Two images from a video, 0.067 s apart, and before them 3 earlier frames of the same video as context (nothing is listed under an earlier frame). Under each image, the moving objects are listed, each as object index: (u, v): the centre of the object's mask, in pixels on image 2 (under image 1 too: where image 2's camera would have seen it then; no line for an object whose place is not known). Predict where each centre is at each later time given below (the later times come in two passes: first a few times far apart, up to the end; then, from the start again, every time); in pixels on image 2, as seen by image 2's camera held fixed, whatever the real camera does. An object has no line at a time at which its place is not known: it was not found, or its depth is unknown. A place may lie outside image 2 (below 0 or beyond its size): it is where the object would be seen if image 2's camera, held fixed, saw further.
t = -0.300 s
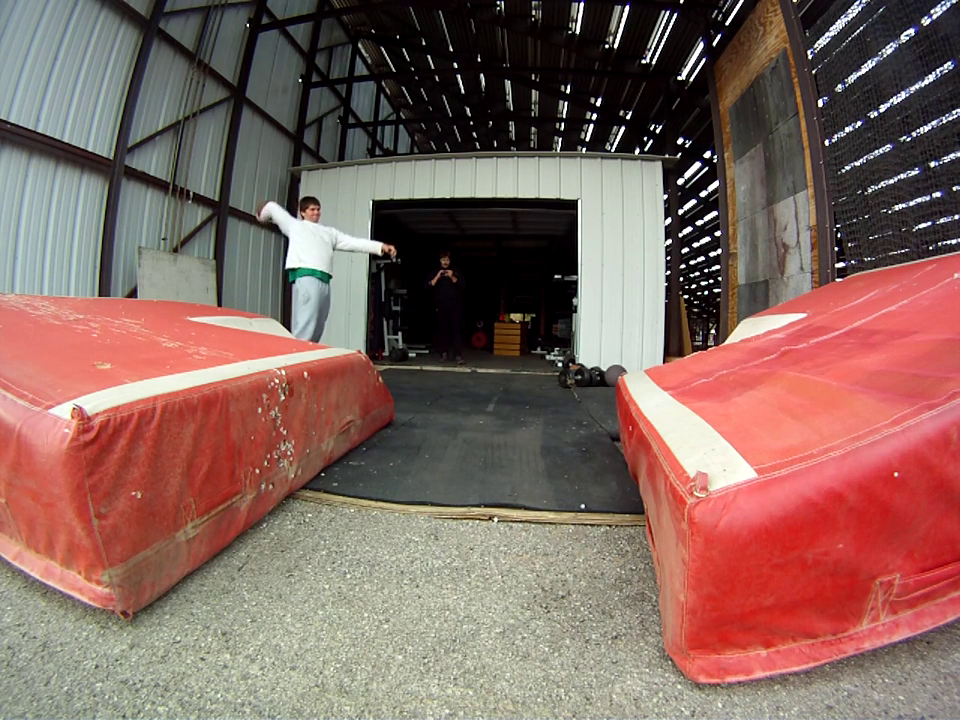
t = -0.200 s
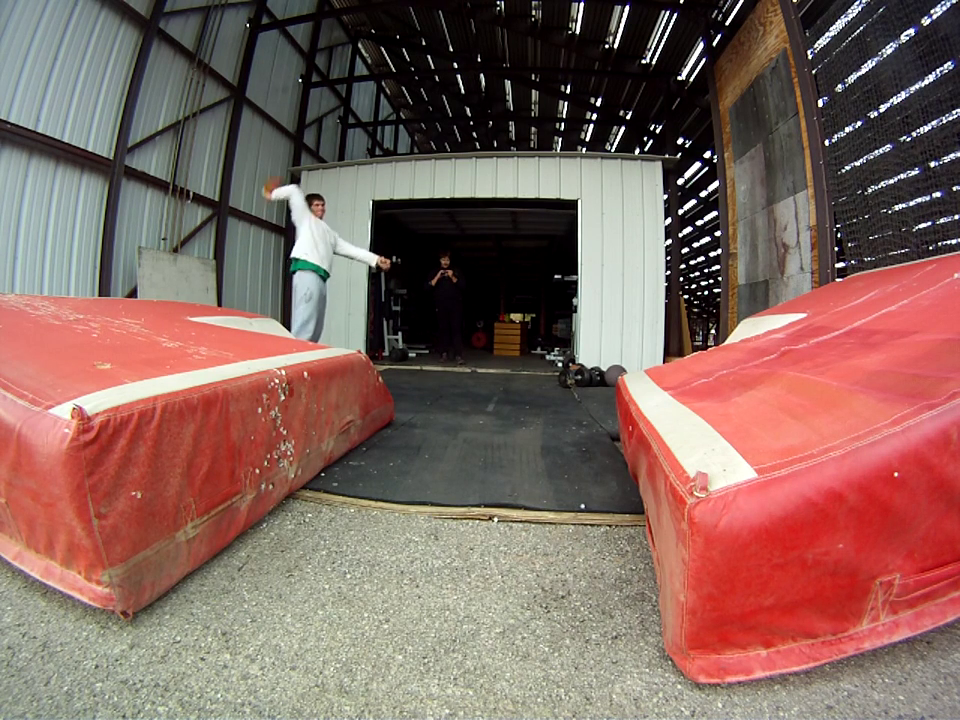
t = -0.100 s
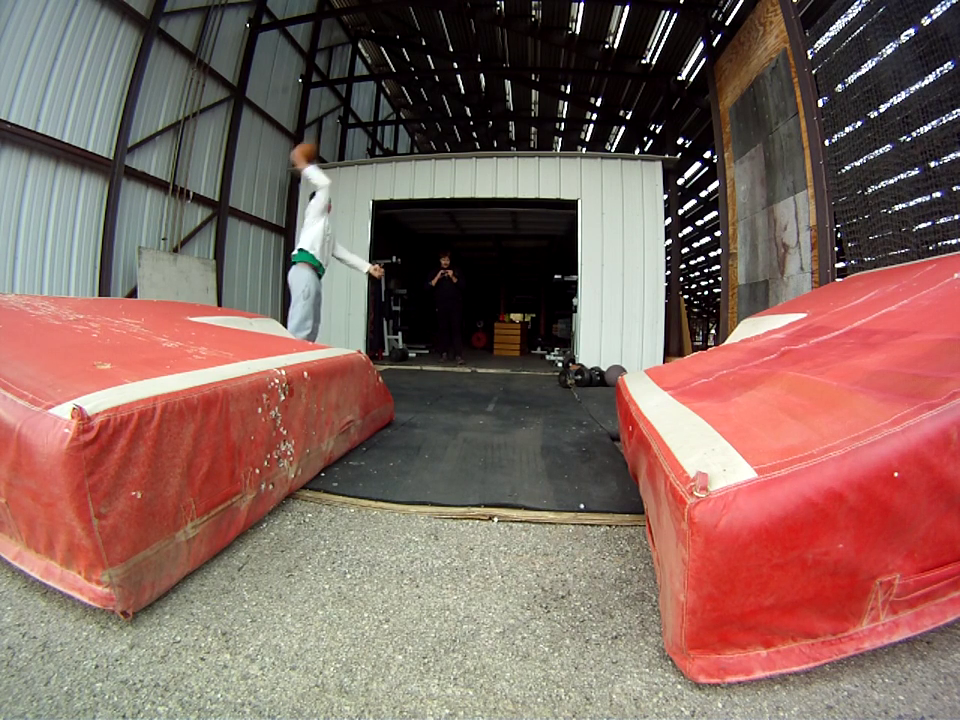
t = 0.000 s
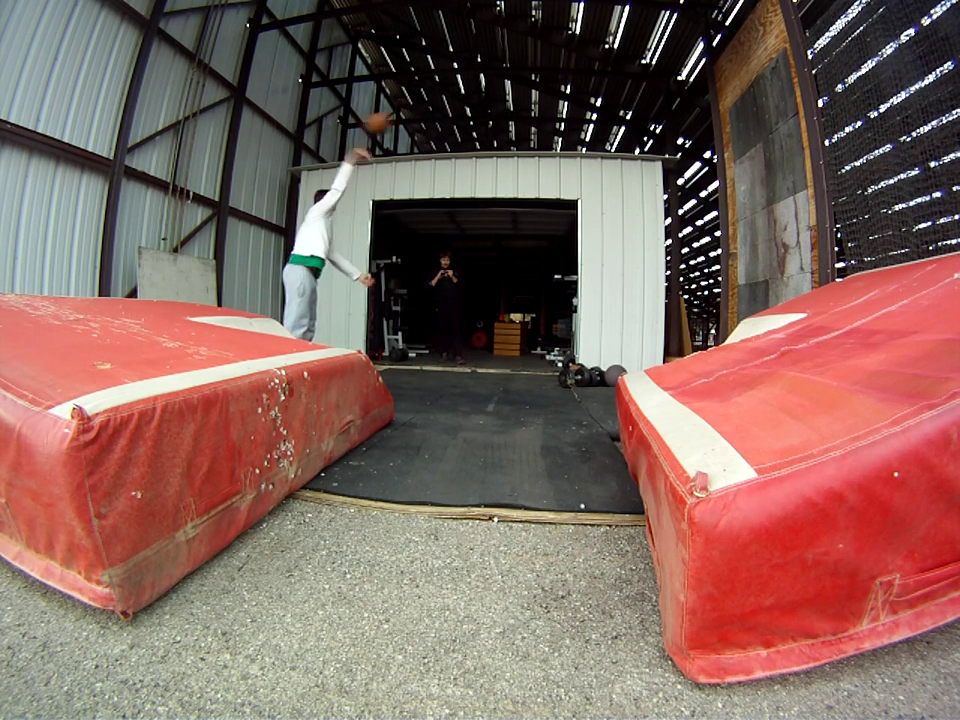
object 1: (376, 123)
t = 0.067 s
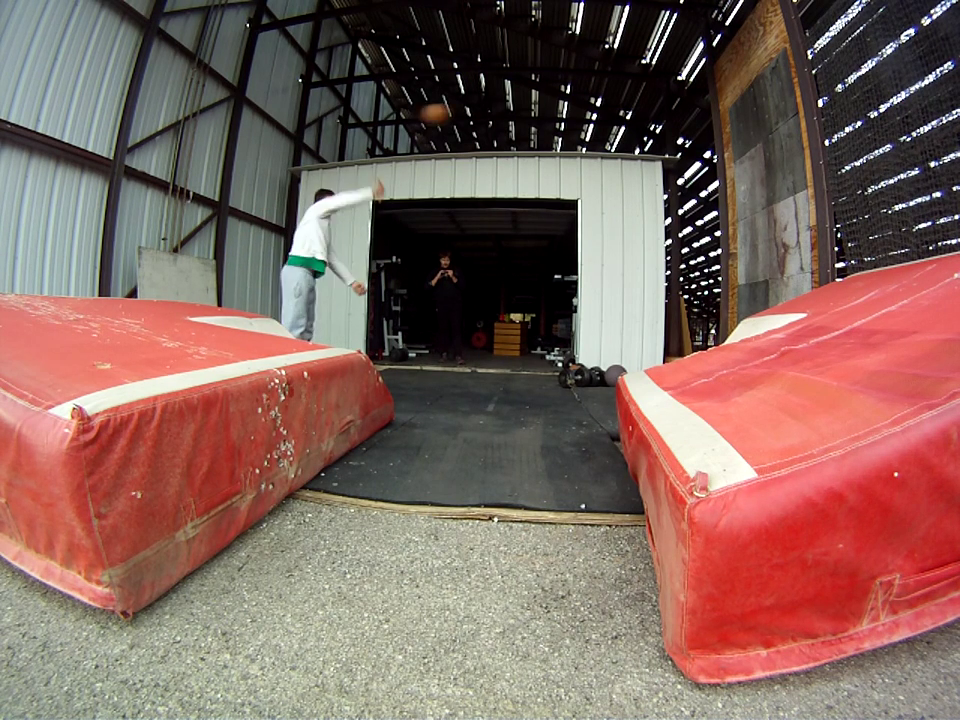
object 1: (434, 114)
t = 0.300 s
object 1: (638, 133)
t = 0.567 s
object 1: (717, 205)
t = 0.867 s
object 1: (587, 338)
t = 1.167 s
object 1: (487, 314)
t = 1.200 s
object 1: (478, 307)
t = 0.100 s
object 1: (465, 111)
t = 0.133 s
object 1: (495, 111)
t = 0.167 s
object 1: (524, 113)
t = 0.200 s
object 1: (551, 114)
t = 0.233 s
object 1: (580, 119)
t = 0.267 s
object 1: (609, 124)
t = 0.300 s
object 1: (638, 133)
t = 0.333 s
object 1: (666, 142)
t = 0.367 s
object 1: (693, 153)
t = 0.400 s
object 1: (720, 165)
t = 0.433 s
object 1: (746, 180)
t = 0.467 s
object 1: (755, 189)
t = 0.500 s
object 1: (742, 194)
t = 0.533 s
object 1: (729, 199)
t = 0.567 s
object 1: (717, 205)
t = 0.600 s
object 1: (704, 213)
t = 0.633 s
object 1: (690, 224)
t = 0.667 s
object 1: (677, 235)
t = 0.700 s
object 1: (663, 249)
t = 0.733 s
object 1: (648, 264)
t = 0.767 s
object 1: (634, 280)
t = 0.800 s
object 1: (619, 298)
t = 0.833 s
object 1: (603, 317)
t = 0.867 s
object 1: (587, 338)
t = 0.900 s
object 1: (570, 360)
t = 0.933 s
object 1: (554, 384)
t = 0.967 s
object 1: (541, 385)
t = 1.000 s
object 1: (532, 369)
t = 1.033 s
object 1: (524, 356)
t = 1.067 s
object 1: (515, 345)
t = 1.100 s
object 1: (504, 333)
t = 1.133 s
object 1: (496, 323)
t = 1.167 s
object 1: (487, 314)
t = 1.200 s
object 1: (478, 307)
